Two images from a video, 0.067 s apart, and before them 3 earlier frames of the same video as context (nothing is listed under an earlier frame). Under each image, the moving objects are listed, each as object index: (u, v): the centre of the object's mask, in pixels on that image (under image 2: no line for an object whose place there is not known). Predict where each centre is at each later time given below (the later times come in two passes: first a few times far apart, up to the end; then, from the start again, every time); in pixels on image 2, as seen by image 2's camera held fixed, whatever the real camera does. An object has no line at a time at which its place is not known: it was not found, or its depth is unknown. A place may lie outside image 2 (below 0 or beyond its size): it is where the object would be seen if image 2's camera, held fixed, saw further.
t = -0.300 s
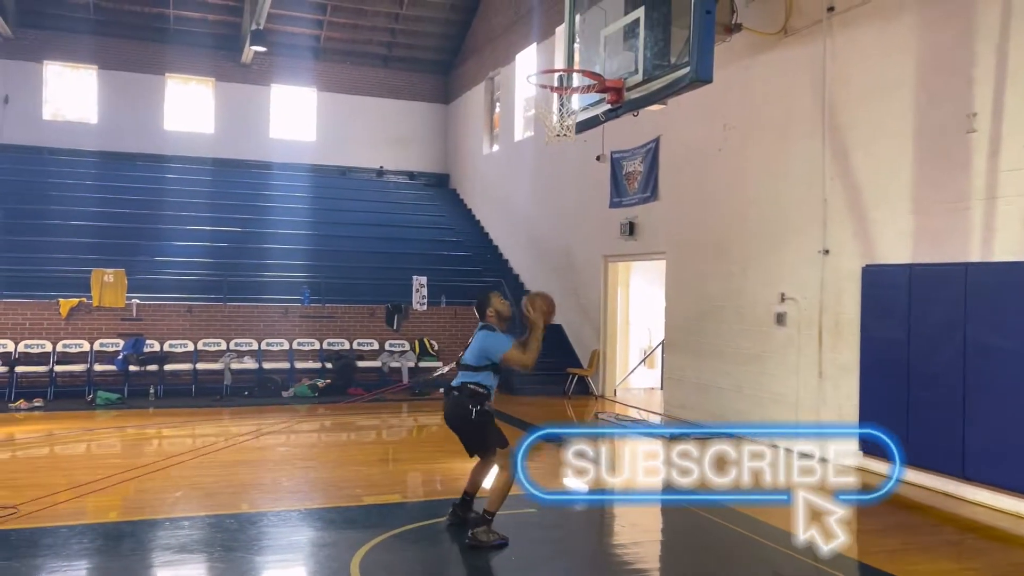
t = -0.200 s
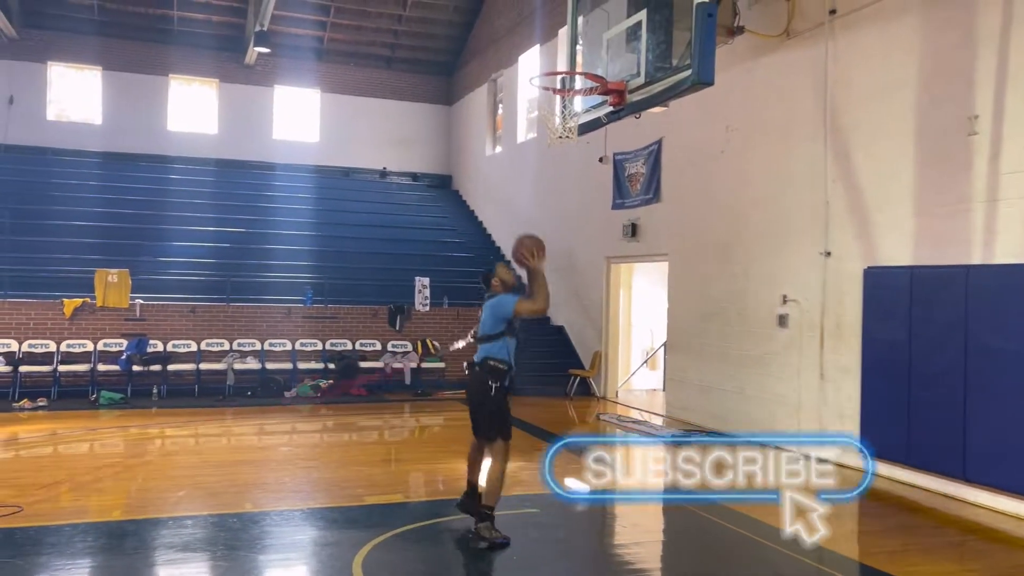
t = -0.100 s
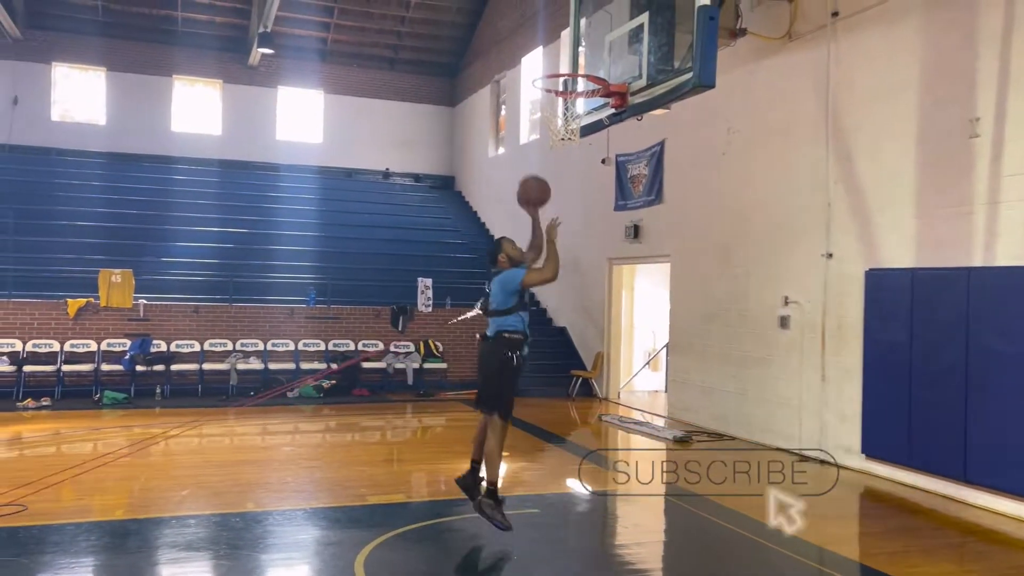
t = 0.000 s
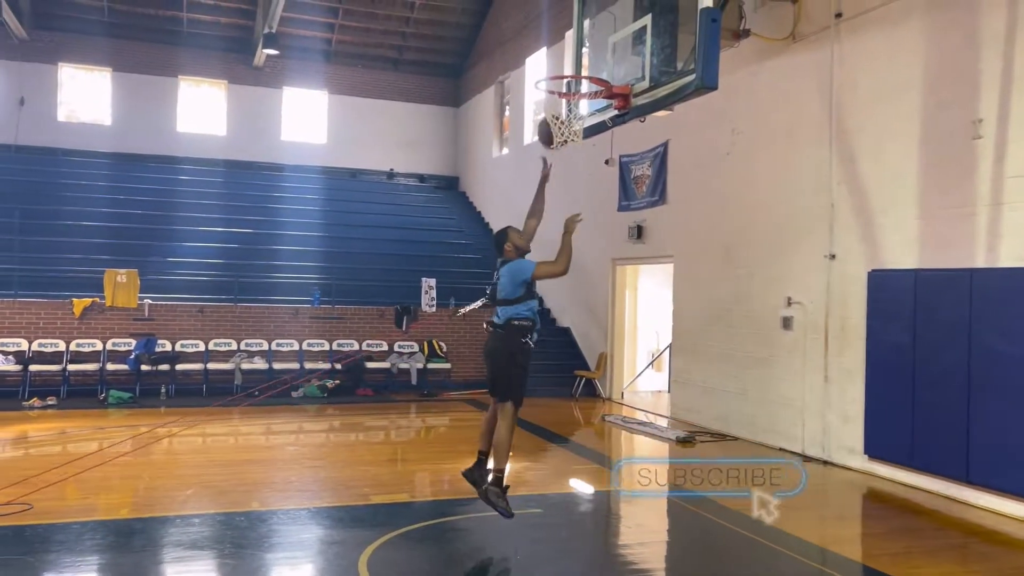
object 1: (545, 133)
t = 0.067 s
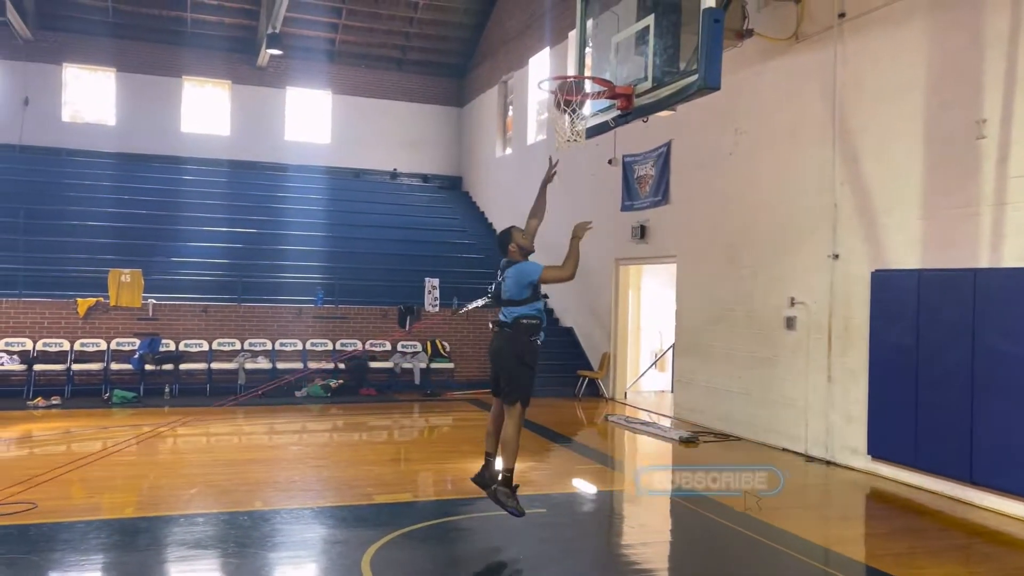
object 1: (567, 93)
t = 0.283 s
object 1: (604, 29)
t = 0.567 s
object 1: (591, 63)
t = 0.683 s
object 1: (578, 107)
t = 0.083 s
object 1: (573, 88)
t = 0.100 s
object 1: (576, 81)
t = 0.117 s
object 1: (580, 74)
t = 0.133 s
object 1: (584, 64)
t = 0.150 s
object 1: (588, 60)
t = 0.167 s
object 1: (591, 55)
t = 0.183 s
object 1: (594, 50)
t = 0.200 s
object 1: (598, 45)
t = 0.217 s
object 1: (601, 39)
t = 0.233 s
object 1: (604, 36)
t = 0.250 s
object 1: (605, 33)
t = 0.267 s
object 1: (604, 31)
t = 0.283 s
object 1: (604, 29)
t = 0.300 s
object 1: (603, 28)
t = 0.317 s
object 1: (602, 27)
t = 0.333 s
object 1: (602, 27)
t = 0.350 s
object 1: (601, 26)
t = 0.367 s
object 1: (601, 27)
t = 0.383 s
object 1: (600, 27)
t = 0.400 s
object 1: (599, 29)
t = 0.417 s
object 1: (598, 31)
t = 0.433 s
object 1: (597, 34)
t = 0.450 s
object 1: (597, 36)
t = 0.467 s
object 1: (595, 39)
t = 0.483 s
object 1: (594, 43)
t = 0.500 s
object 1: (594, 46)
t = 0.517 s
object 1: (593, 51)
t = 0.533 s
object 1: (592, 55)
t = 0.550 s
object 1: (592, 59)
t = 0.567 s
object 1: (591, 63)
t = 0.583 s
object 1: (591, 66)
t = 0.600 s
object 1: (591, 69)
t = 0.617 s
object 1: (587, 85)
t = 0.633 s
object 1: (586, 90)
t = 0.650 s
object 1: (584, 95)
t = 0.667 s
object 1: (581, 101)
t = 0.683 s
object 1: (578, 107)
